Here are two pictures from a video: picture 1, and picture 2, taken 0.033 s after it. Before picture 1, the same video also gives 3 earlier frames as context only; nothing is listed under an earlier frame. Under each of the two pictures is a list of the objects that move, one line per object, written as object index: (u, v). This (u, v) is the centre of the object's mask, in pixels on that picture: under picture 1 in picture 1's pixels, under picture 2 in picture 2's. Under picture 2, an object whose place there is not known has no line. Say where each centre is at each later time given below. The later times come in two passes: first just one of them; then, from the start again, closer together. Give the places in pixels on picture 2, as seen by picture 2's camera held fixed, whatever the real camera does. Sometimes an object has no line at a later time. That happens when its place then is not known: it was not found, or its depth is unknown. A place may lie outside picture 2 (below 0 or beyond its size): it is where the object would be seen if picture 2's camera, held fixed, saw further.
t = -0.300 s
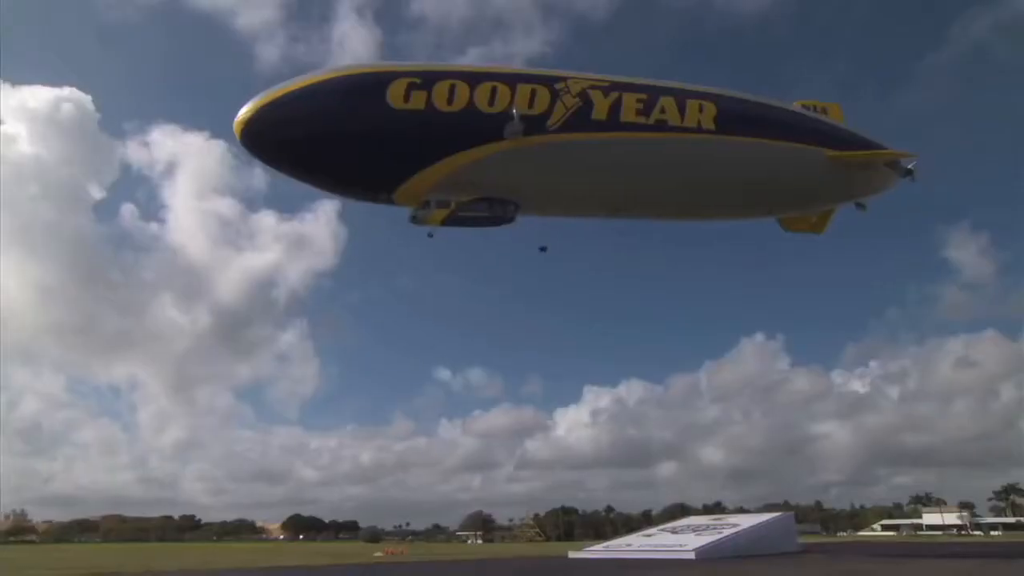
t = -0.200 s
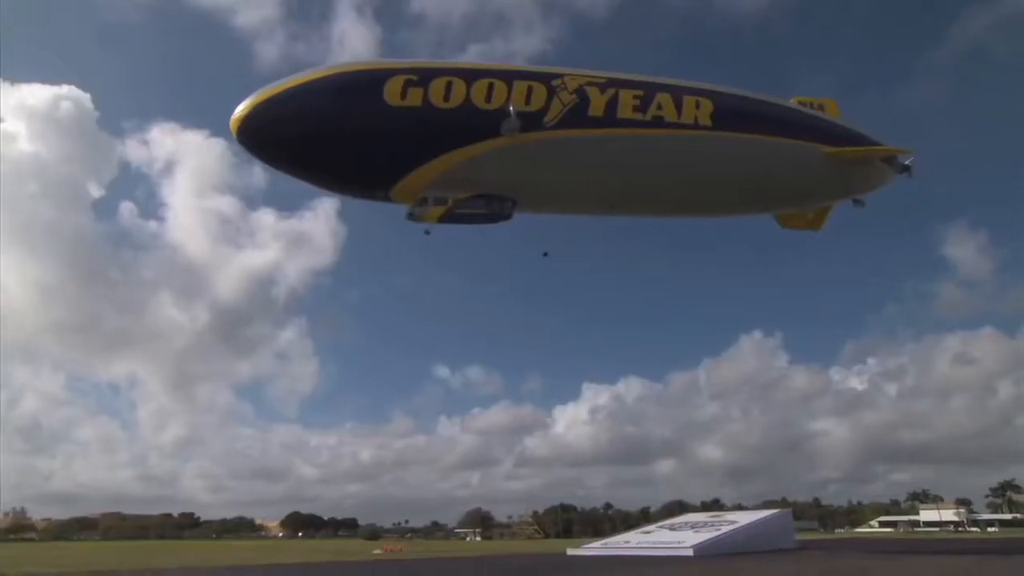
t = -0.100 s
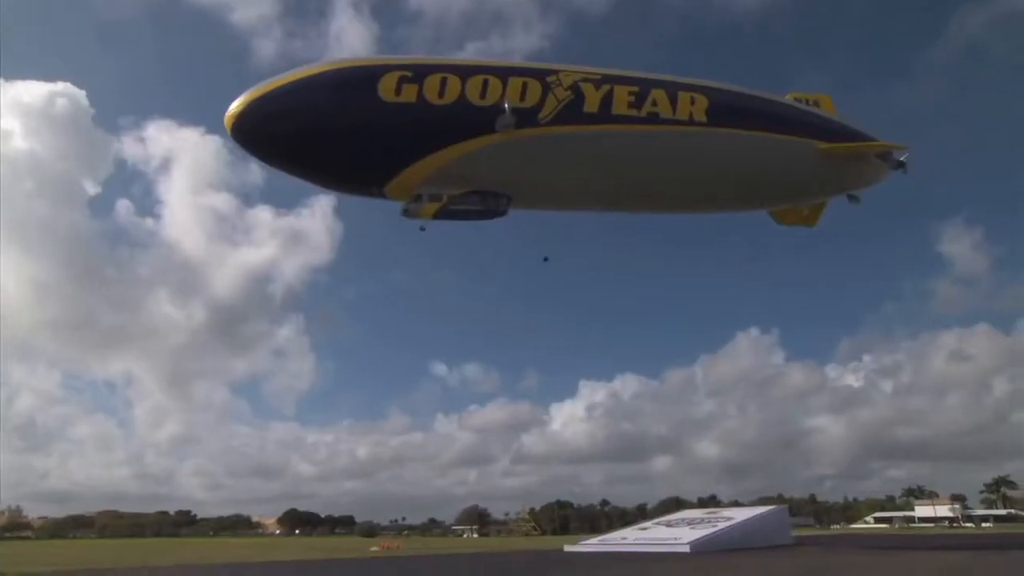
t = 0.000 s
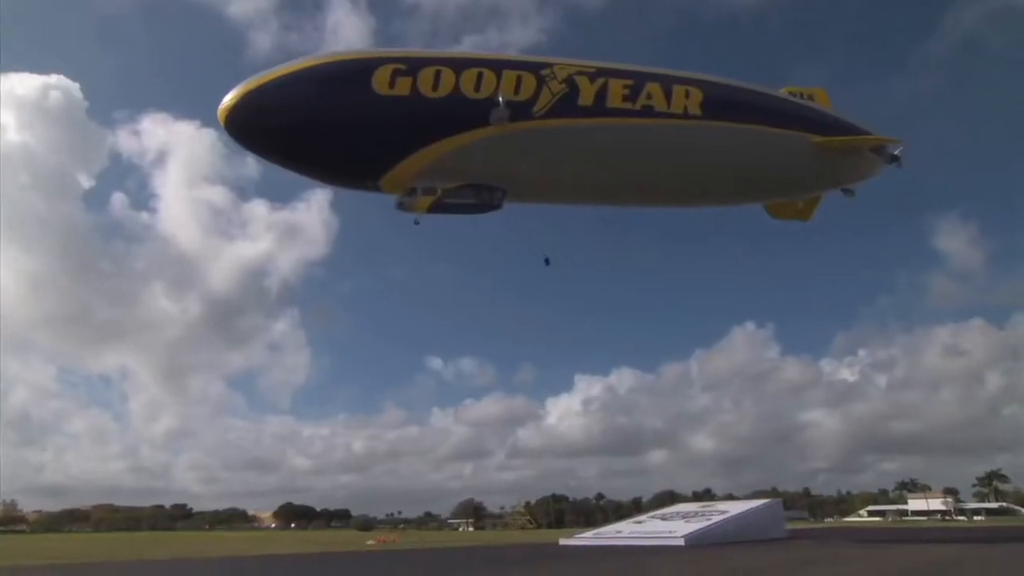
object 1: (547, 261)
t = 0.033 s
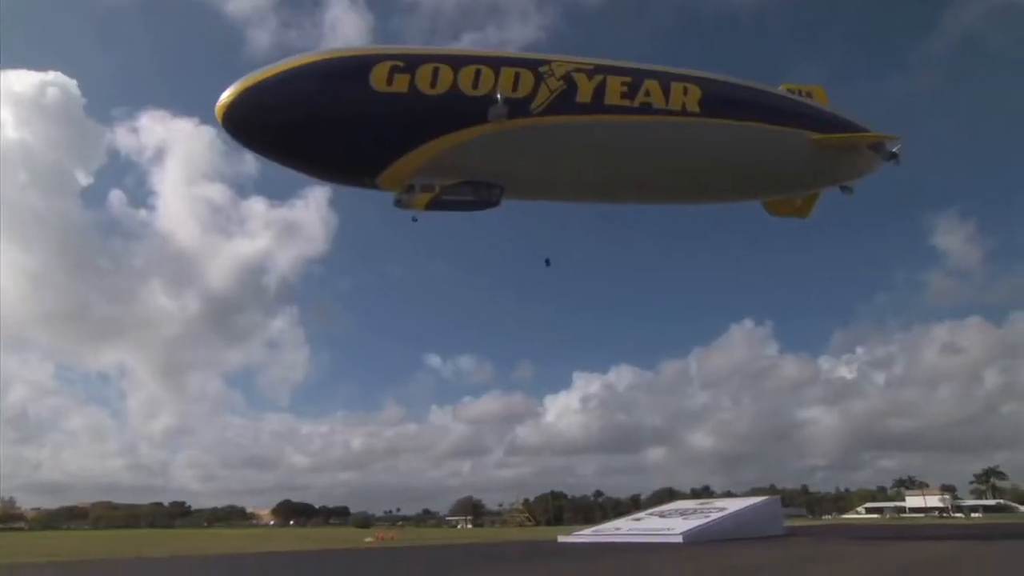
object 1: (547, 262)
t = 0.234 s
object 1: (562, 282)
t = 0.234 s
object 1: (562, 282)
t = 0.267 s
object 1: (564, 286)
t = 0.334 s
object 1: (568, 292)
